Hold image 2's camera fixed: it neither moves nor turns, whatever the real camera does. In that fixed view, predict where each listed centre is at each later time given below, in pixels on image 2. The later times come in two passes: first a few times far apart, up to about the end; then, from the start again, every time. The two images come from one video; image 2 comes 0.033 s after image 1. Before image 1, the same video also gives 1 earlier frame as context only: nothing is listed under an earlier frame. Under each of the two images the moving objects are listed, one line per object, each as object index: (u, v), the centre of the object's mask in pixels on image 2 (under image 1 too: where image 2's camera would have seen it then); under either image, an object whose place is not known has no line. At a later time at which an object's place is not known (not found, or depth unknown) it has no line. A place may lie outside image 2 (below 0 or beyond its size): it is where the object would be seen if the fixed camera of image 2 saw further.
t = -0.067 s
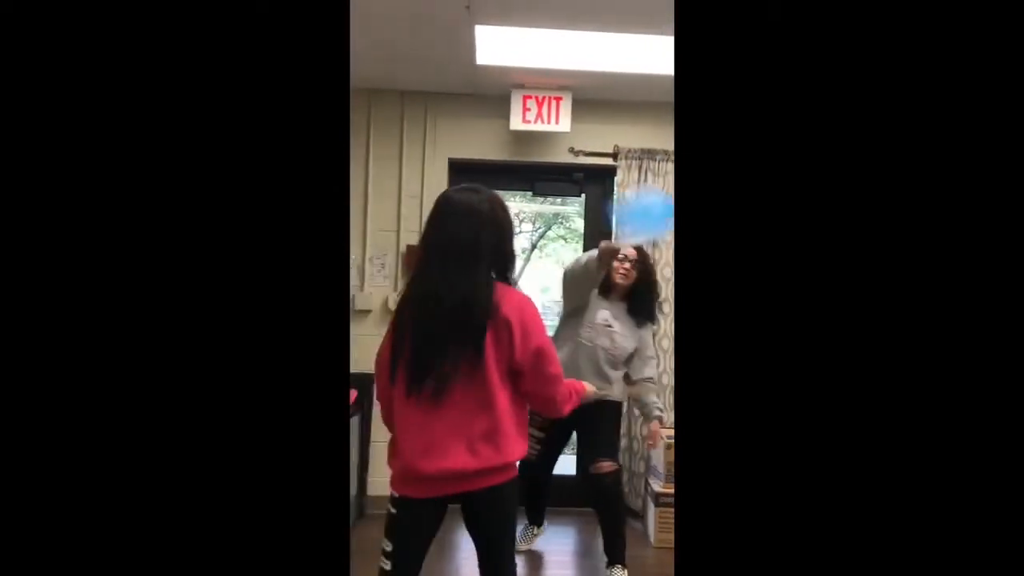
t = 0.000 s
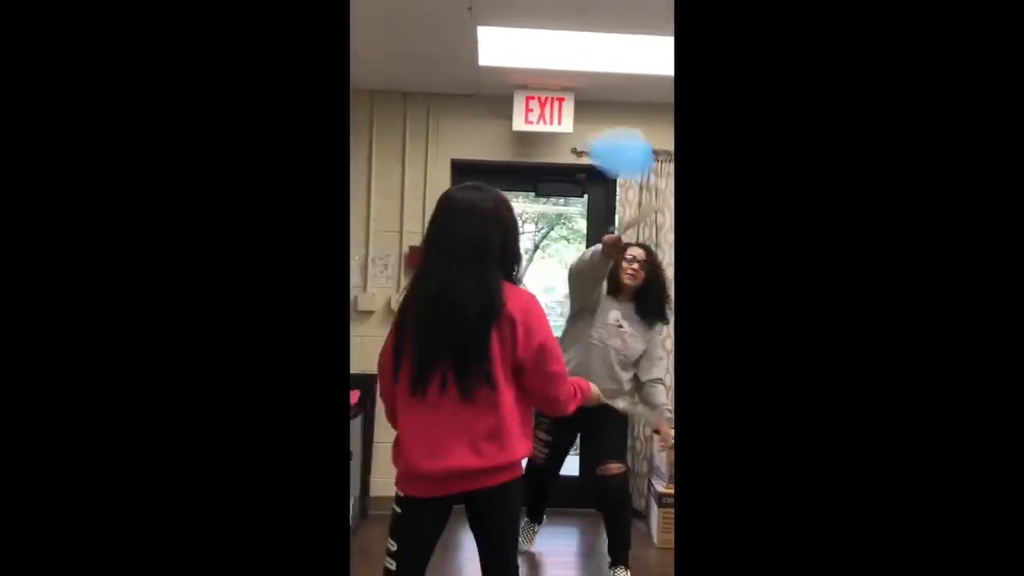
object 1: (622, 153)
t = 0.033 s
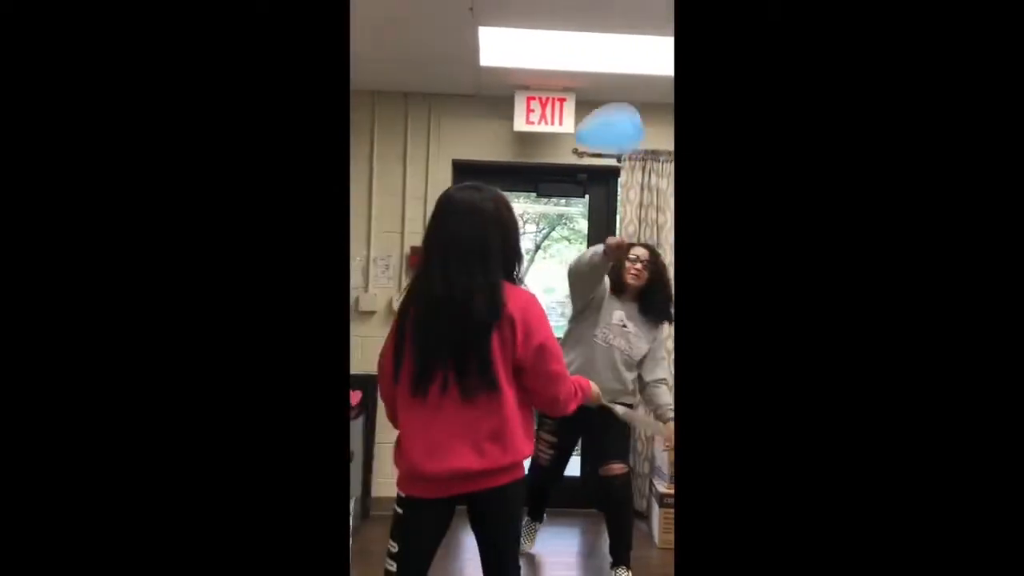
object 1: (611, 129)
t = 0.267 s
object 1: (571, 49)
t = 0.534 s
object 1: (546, 33)
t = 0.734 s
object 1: (534, 50)
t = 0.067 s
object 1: (604, 110)
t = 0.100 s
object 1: (596, 98)
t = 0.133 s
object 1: (589, 87)
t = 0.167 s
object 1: (584, 75)
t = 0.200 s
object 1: (580, 64)
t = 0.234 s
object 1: (575, 56)
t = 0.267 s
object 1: (571, 49)
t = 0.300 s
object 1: (567, 43)
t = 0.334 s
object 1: (565, 40)
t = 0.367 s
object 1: (561, 36)
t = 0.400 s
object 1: (557, 34)
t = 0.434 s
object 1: (554, 33)
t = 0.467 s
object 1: (552, 32)
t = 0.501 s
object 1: (549, 32)
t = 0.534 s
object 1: (546, 33)
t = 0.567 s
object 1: (543, 34)
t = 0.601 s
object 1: (540, 36)
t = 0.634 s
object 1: (539, 39)
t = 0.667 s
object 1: (537, 42)
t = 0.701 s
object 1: (535, 45)
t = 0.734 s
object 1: (534, 50)
